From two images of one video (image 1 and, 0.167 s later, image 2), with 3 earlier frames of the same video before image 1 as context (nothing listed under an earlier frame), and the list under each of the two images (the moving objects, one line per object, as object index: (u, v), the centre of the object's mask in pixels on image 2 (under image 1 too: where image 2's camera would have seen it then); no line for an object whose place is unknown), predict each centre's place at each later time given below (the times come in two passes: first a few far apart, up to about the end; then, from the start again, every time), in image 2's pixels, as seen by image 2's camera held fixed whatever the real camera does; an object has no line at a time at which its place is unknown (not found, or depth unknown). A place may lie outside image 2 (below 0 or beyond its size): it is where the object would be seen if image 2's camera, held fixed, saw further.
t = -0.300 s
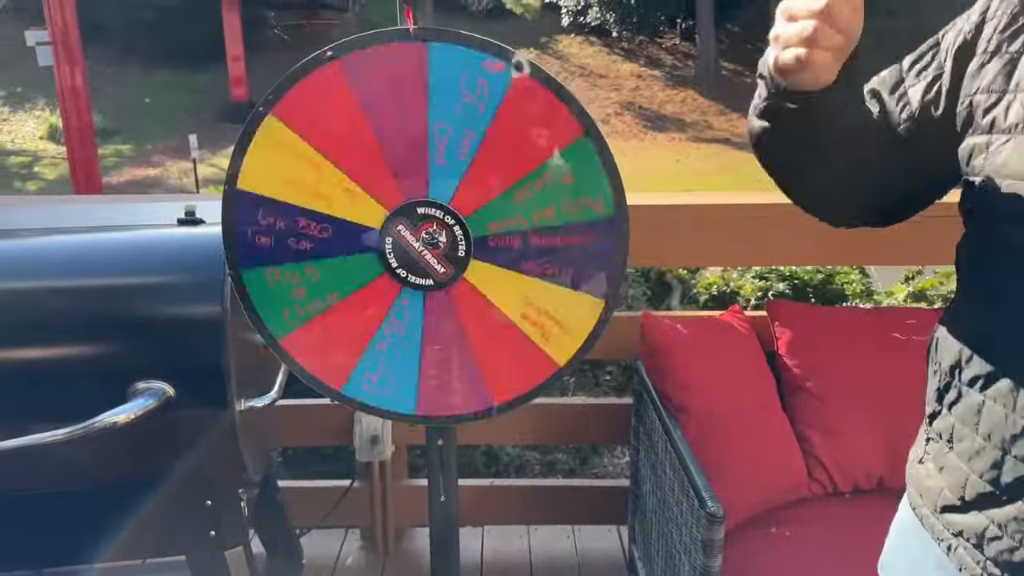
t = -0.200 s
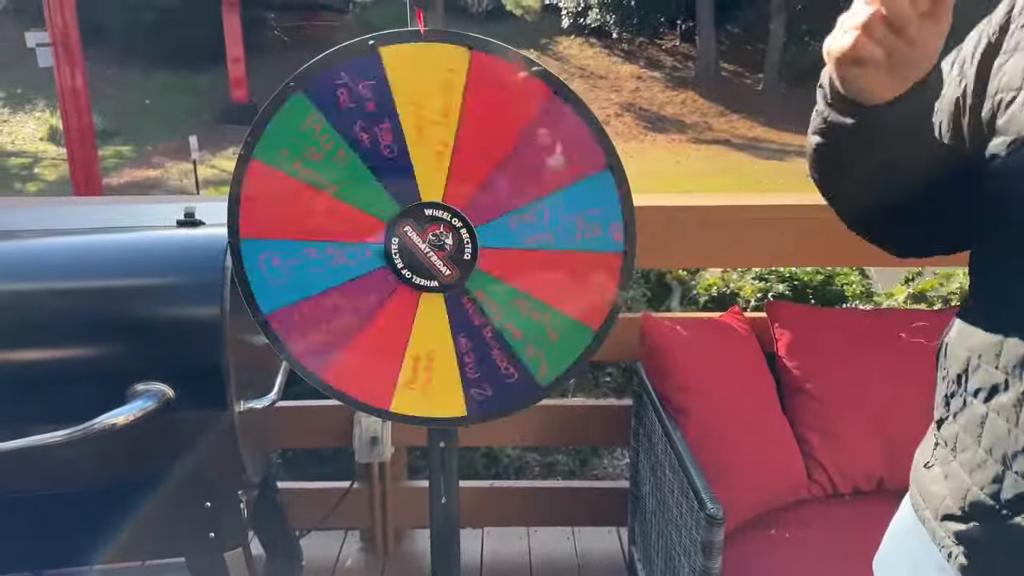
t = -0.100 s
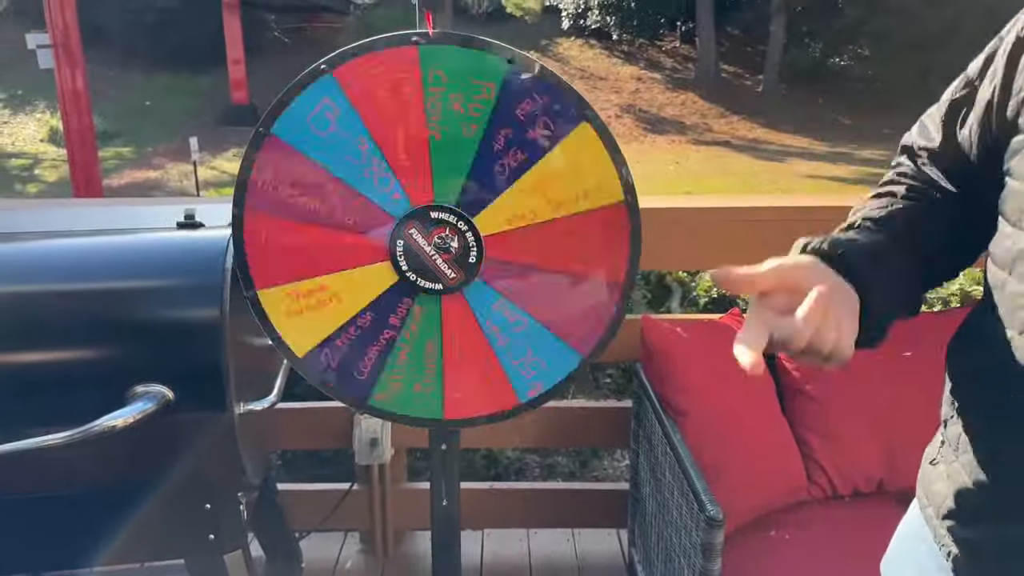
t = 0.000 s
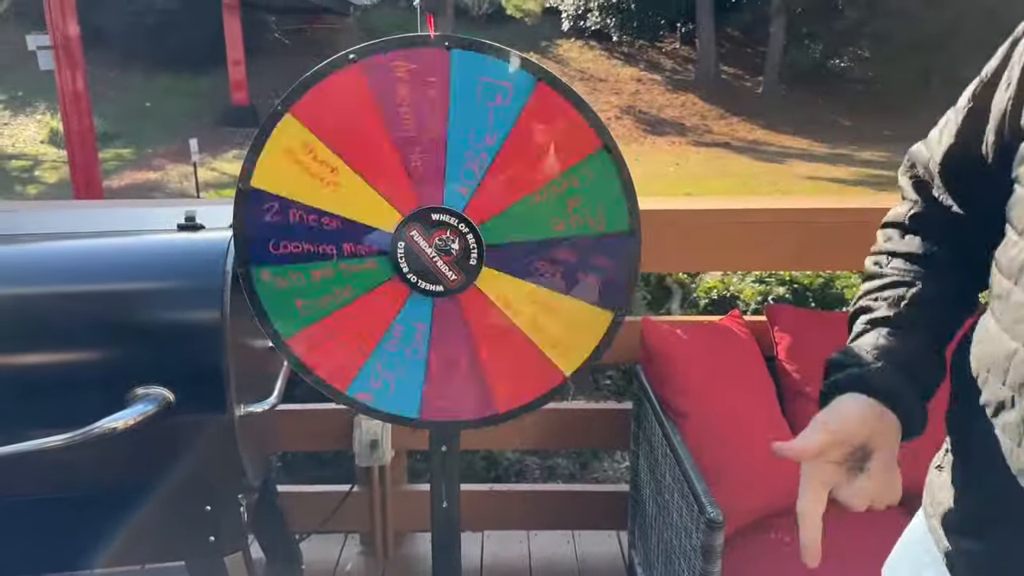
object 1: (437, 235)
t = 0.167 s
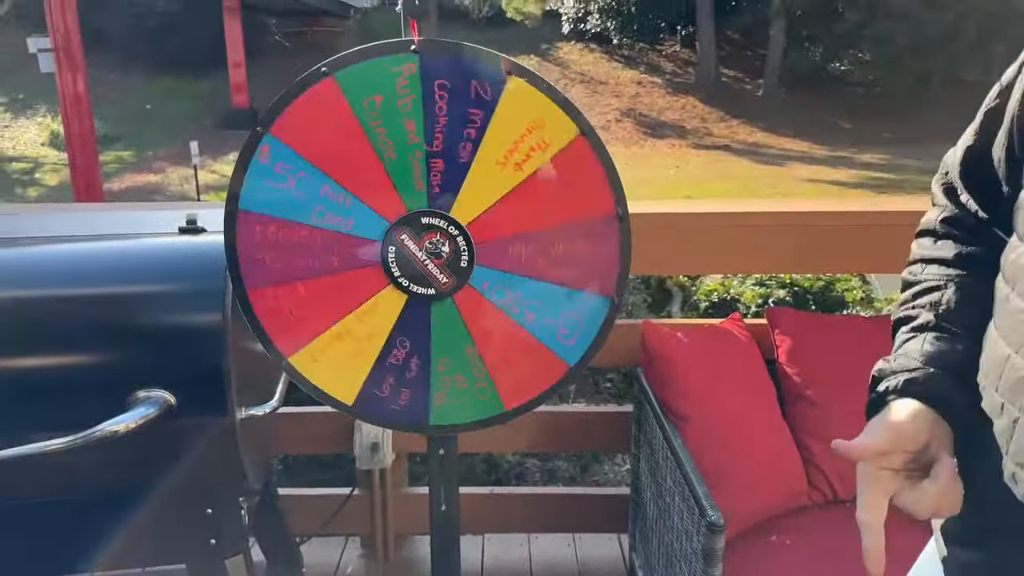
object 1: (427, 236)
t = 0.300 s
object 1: (428, 236)
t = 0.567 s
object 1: (438, 236)
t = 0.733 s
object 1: (429, 237)
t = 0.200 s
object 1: (425, 236)
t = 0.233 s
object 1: (424, 236)
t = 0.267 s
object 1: (425, 236)
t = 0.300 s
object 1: (428, 236)
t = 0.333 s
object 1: (430, 236)
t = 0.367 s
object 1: (432, 236)
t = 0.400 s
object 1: (434, 236)
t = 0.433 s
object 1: (436, 236)
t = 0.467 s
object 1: (437, 236)
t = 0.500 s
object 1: (438, 236)
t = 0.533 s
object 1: (438, 236)
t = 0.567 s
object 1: (438, 236)
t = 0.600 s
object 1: (437, 236)
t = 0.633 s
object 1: (435, 236)
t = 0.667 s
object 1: (434, 236)
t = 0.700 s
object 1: (432, 236)
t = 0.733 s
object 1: (429, 237)
